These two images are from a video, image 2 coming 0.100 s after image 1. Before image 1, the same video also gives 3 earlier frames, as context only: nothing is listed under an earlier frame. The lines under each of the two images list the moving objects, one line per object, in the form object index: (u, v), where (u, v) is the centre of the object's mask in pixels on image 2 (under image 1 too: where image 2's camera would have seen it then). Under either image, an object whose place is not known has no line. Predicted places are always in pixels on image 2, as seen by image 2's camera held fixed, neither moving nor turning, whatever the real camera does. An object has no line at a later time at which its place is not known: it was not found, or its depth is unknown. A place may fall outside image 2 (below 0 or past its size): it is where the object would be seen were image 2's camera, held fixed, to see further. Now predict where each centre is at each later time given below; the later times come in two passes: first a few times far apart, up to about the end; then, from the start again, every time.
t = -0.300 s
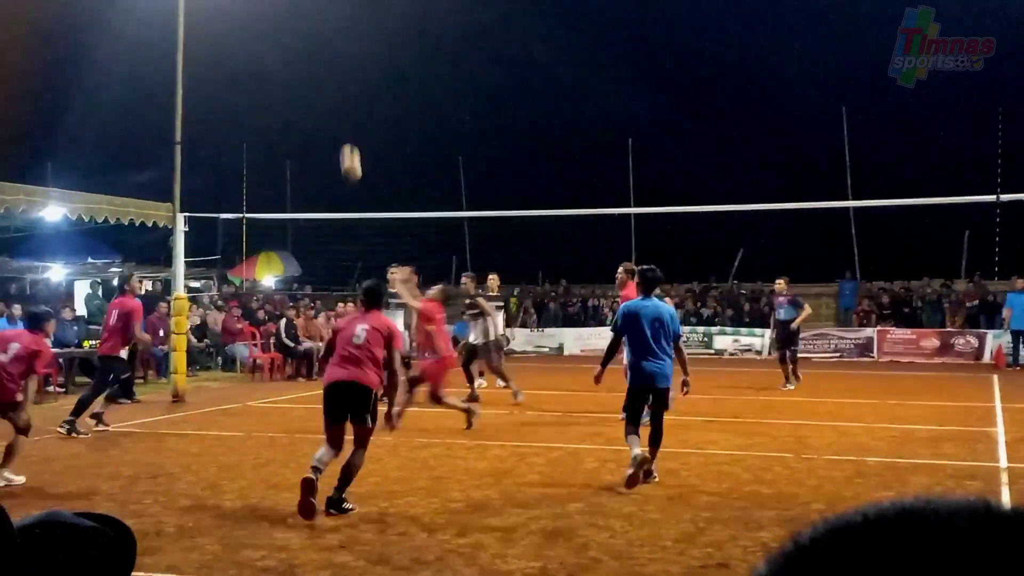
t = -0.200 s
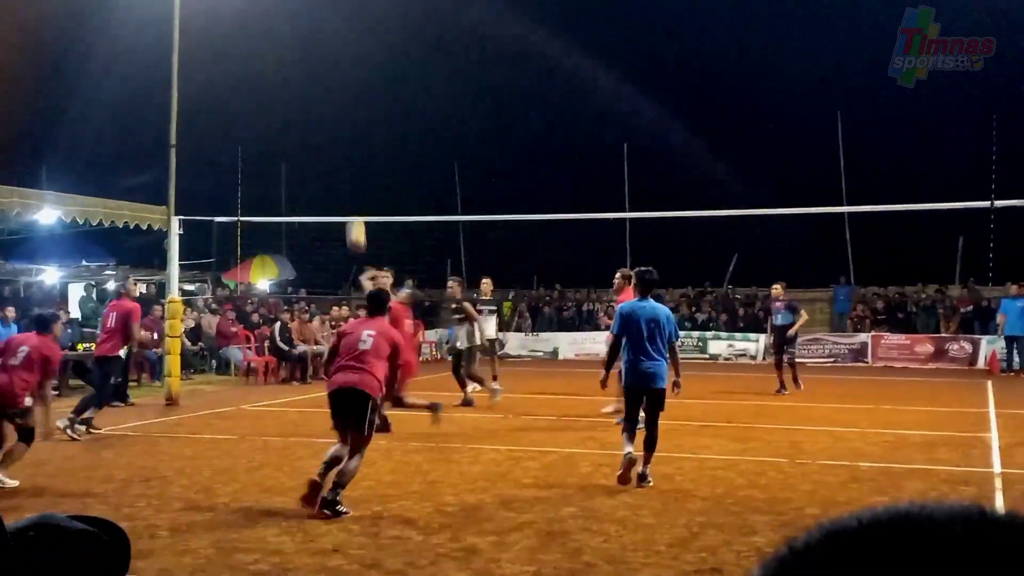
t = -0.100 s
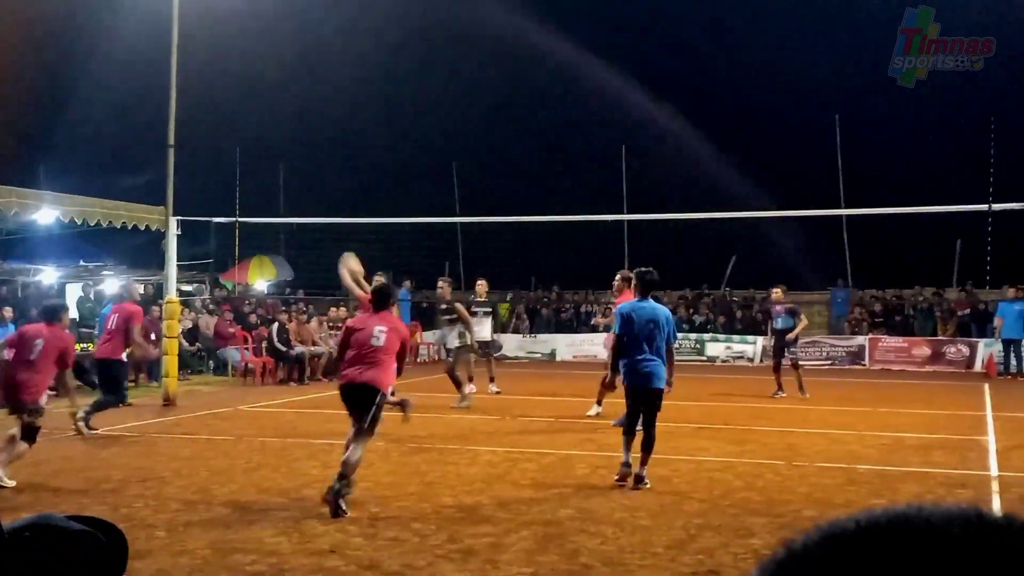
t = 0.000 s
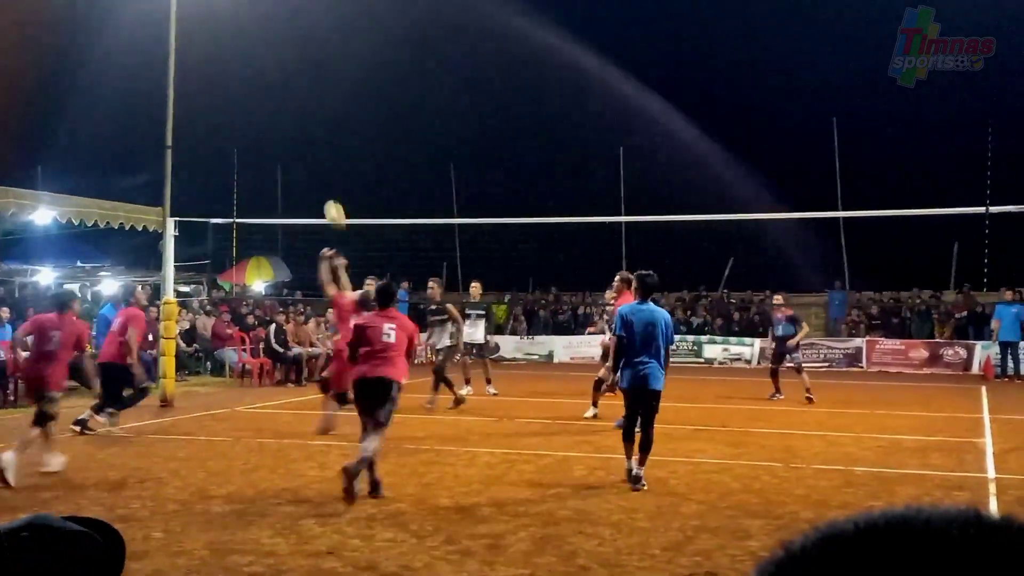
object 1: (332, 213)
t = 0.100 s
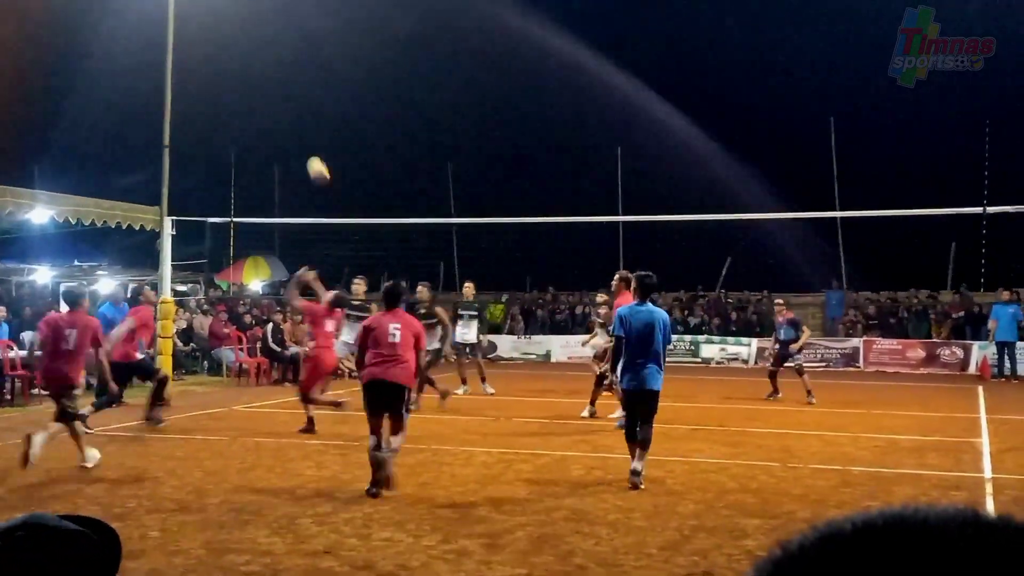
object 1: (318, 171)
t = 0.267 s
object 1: (295, 119)
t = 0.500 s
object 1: (263, 96)
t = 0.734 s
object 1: (235, 117)
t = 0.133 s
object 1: (313, 158)
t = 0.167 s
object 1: (308, 147)
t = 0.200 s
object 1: (304, 137)
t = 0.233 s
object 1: (299, 128)
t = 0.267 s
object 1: (295, 119)
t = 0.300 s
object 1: (290, 114)
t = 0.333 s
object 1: (286, 108)
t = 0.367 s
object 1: (282, 104)
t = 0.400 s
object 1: (277, 100)
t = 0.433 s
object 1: (272, 98)
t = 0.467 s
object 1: (268, 96)
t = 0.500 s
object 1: (263, 96)
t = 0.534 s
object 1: (259, 96)
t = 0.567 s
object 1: (256, 97)
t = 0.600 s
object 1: (251, 99)
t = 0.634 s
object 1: (246, 102)
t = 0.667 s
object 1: (243, 106)
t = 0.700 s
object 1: (239, 111)
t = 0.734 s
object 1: (235, 117)
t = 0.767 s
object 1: (230, 124)
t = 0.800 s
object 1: (226, 131)
